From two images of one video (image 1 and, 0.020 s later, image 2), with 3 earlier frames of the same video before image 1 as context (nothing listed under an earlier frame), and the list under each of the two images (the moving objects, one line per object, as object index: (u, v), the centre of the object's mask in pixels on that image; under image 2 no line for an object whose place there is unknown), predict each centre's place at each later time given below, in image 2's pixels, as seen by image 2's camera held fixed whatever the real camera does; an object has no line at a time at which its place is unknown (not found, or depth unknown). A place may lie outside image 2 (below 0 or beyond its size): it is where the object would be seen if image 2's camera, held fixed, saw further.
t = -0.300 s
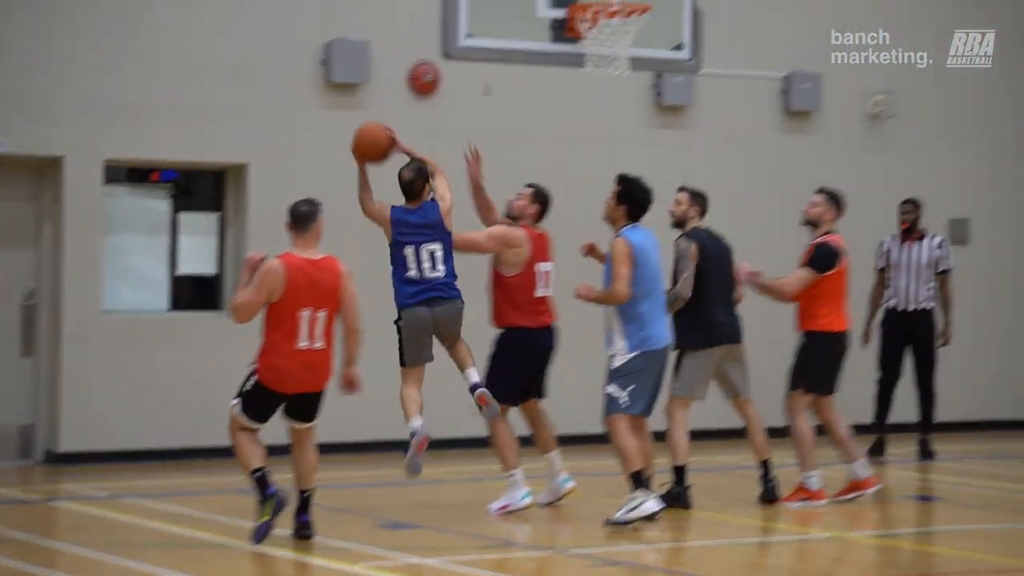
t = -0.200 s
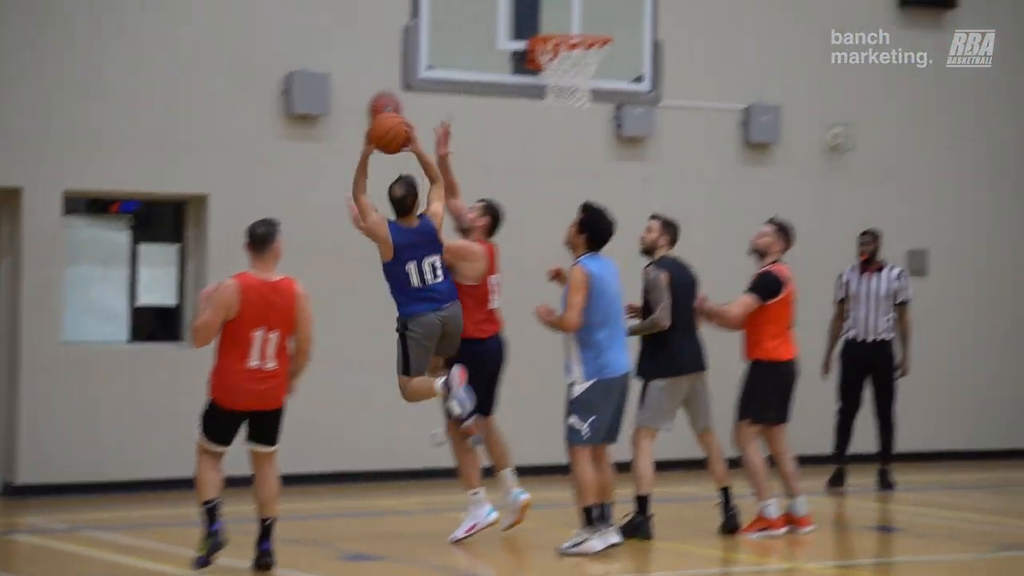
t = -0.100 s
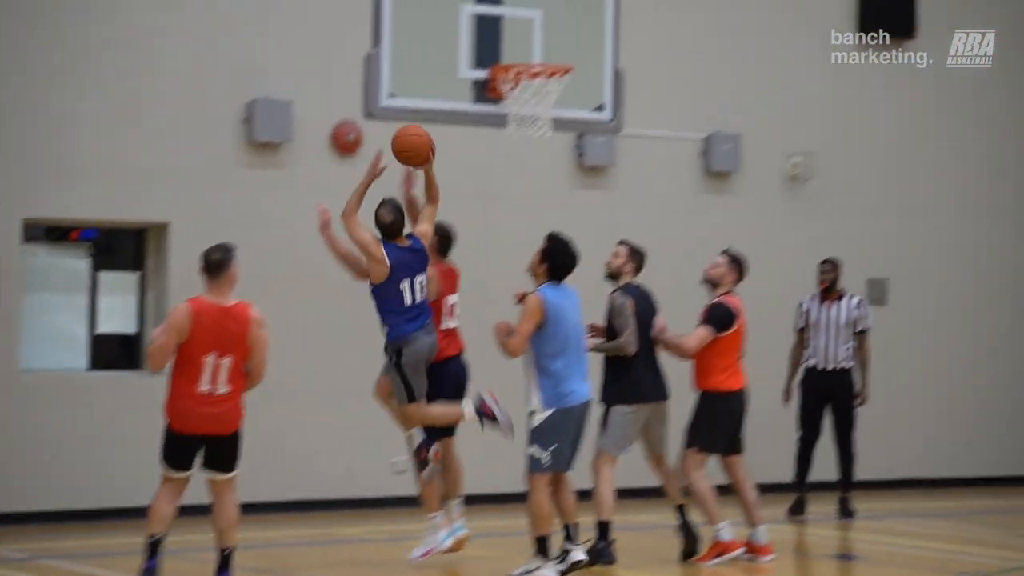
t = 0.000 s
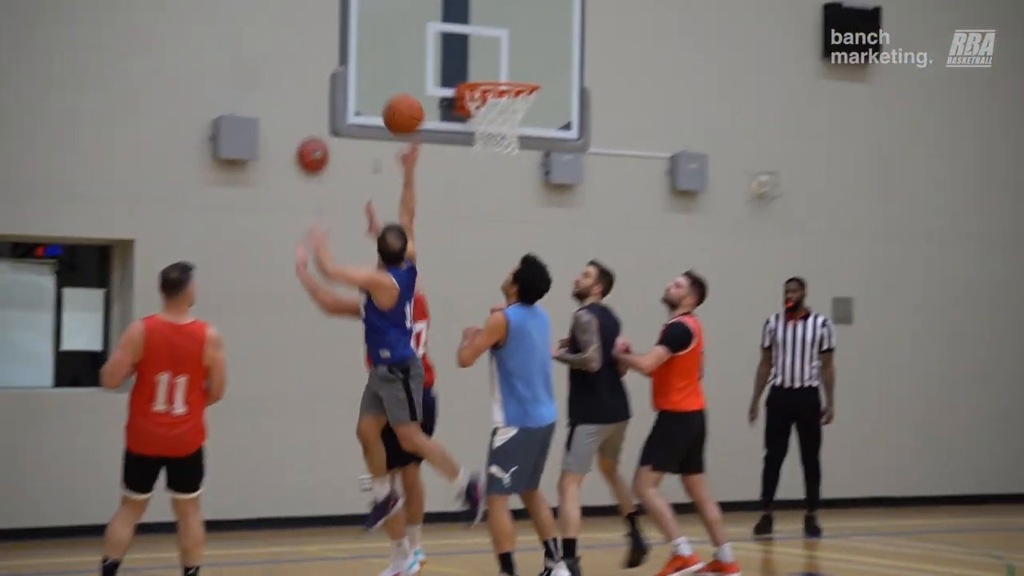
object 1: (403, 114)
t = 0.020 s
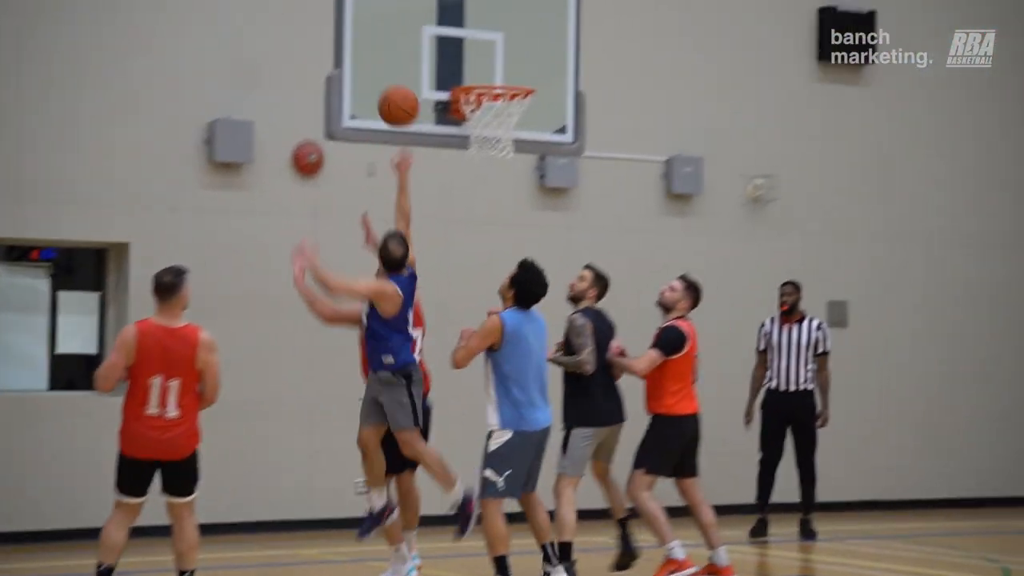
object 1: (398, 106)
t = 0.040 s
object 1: (399, 95)
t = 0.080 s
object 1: (400, 74)
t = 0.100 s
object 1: (400, 66)
